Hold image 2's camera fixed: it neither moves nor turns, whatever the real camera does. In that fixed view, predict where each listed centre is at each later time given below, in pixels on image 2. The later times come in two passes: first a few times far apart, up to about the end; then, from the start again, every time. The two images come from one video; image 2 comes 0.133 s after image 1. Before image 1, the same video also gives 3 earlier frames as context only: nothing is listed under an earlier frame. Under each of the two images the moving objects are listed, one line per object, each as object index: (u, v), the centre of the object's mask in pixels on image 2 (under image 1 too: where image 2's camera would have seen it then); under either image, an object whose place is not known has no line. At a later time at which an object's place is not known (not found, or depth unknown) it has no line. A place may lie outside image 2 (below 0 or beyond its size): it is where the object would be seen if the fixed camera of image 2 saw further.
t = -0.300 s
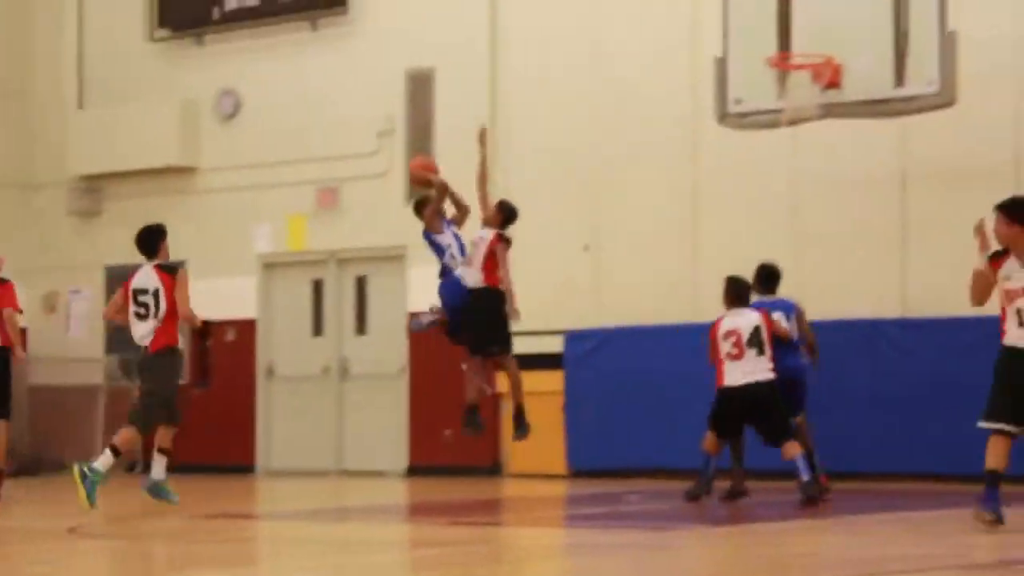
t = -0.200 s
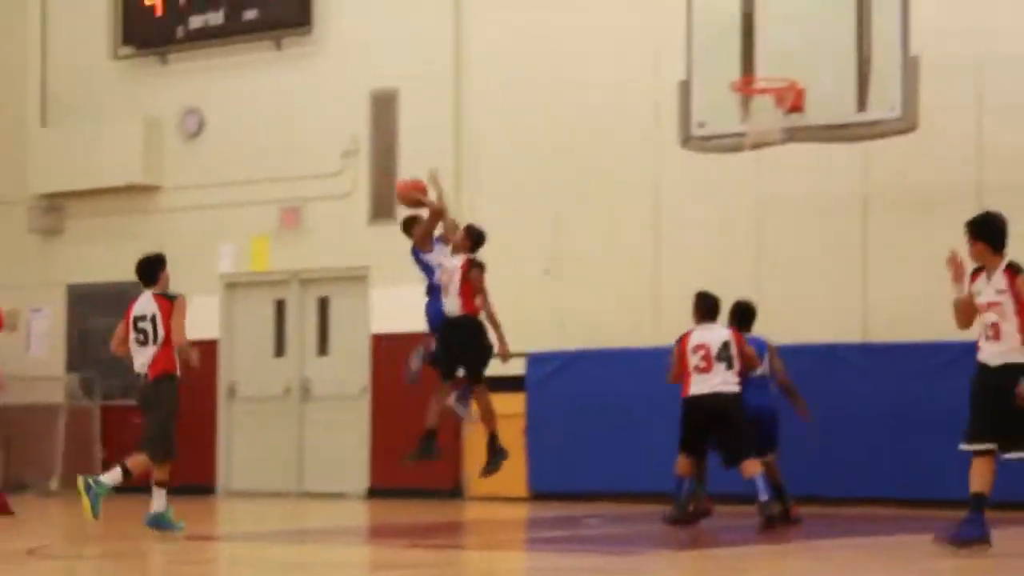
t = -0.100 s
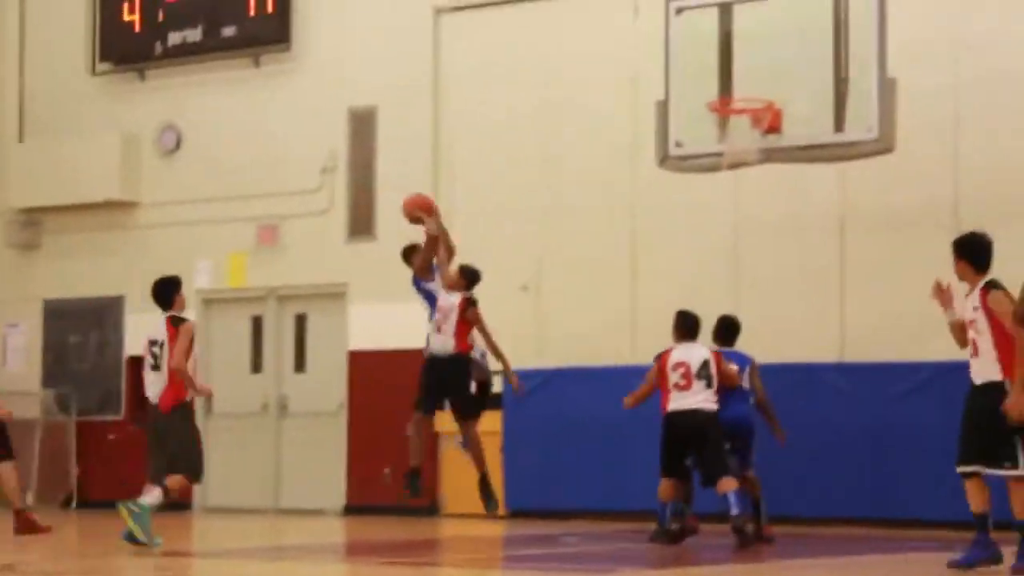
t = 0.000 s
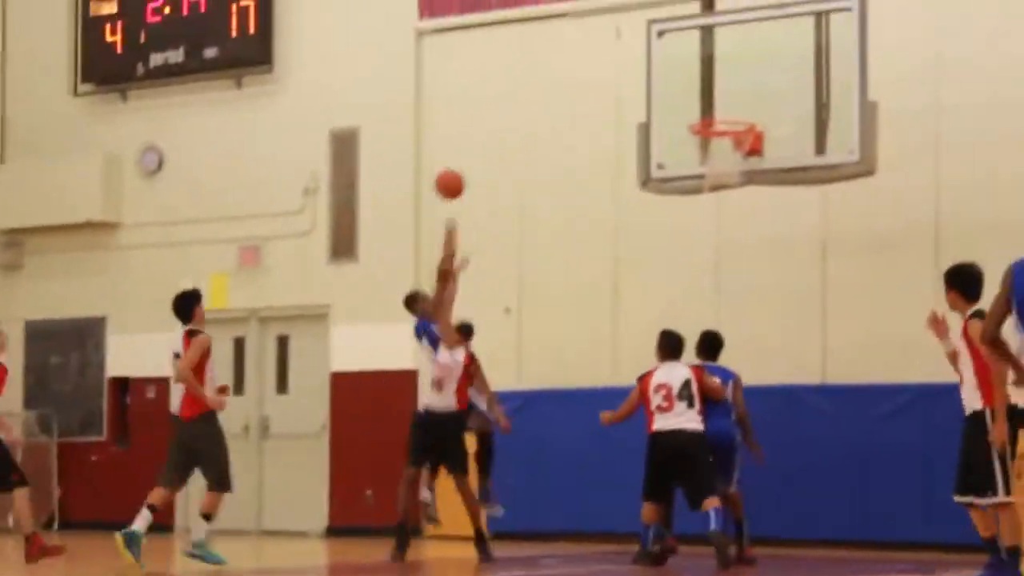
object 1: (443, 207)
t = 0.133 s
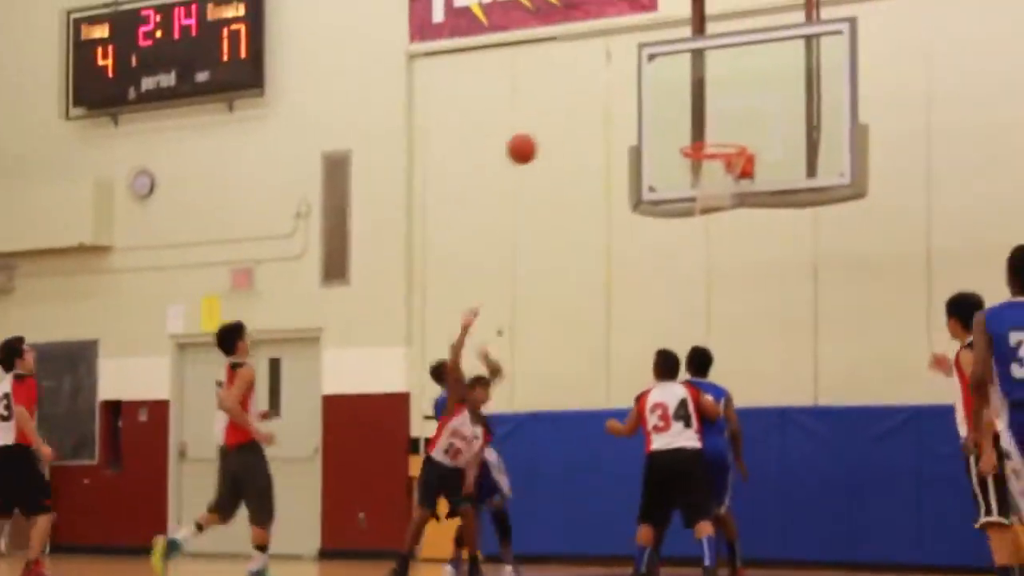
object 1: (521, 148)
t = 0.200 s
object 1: (562, 128)
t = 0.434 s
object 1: (671, 102)
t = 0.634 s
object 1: (700, 132)
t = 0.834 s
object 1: (730, 137)
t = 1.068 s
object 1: (707, 159)
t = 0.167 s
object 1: (542, 137)
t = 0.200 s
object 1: (562, 128)
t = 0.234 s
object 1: (582, 119)
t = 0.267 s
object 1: (603, 112)
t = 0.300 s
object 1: (623, 107)
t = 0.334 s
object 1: (643, 104)
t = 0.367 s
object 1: (661, 101)
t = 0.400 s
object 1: (667, 101)
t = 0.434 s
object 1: (671, 102)
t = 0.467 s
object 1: (676, 104)
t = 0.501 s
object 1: (681, 108)
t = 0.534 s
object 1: (686, 114)
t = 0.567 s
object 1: (690, 120)
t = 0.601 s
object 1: (696, 129)
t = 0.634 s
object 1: (700, 132)
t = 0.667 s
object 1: (706, 130)
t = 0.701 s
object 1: (711, 130)
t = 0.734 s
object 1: (716, 131)
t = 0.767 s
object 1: (722, 133)
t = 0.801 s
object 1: (728, 137)
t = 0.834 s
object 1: (730, 137)
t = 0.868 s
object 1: (727, 138)
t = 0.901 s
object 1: (723, 138)
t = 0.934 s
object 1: (720, 137)
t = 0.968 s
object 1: (718, 140)
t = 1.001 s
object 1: (712, 146)
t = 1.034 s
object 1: (709, 152)
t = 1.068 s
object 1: (707, 159)
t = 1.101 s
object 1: (704, 168)
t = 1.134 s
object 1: (701, 175)
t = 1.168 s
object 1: (700, 180)
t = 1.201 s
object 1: (698, 181)
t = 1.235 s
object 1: (699, 182)
